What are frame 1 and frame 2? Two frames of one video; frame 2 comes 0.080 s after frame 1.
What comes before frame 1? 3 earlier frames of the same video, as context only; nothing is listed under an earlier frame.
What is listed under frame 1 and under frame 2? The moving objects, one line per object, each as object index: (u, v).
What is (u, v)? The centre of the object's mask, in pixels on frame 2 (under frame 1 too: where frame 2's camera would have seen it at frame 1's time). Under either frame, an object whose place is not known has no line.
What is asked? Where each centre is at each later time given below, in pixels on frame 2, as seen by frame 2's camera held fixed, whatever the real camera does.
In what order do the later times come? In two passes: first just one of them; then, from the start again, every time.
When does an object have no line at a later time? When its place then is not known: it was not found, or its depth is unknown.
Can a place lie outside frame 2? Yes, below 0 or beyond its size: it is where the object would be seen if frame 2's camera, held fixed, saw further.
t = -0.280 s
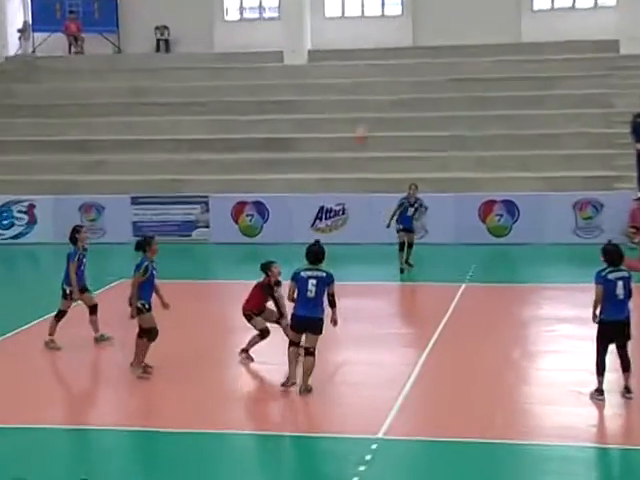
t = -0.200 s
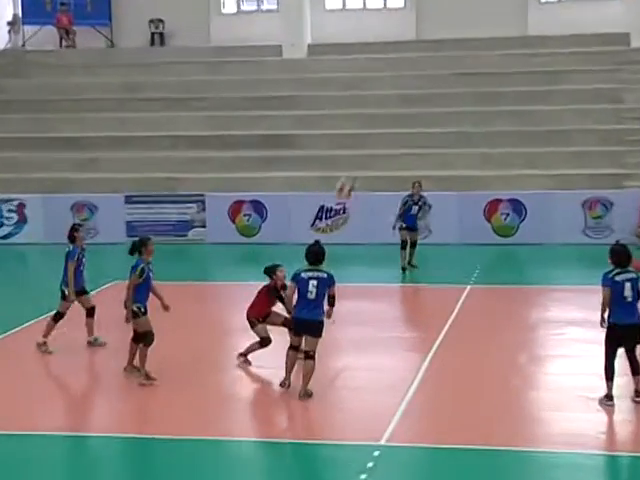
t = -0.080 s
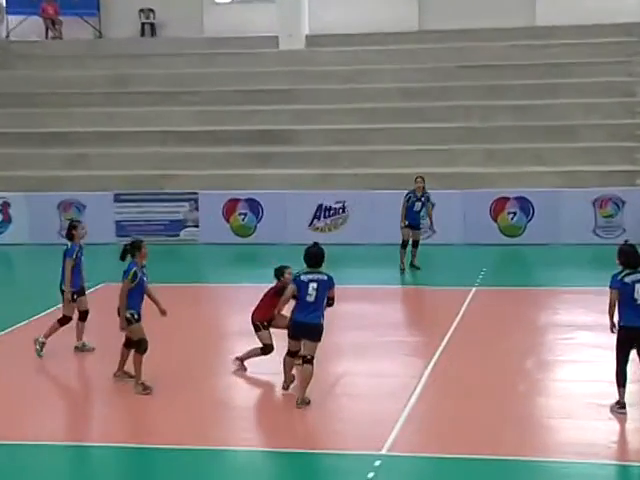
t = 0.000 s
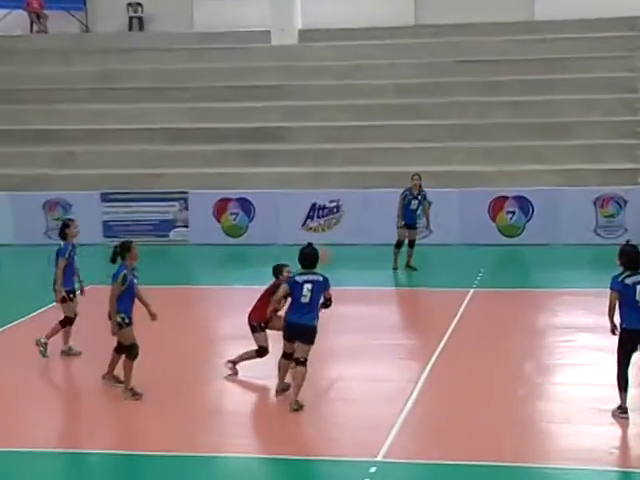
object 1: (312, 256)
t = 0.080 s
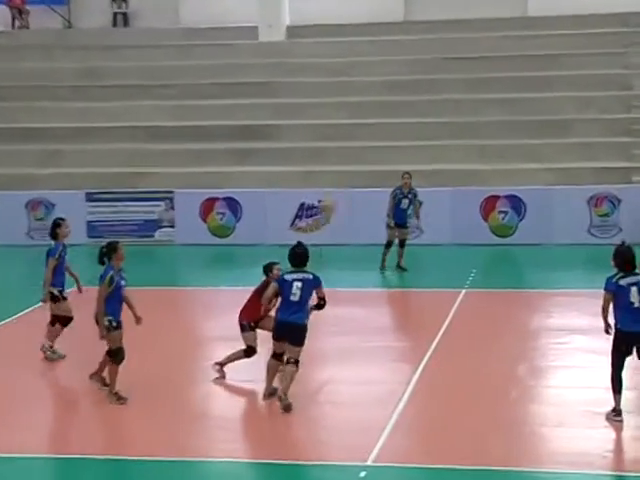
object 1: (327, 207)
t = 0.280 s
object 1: (376, 107)
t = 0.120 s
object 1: (338, 184)
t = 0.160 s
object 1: (345, 164)
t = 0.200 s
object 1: (357, 144)
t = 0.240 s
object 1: (369, 124)
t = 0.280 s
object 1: (376, 107)
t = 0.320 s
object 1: (386, 92)
